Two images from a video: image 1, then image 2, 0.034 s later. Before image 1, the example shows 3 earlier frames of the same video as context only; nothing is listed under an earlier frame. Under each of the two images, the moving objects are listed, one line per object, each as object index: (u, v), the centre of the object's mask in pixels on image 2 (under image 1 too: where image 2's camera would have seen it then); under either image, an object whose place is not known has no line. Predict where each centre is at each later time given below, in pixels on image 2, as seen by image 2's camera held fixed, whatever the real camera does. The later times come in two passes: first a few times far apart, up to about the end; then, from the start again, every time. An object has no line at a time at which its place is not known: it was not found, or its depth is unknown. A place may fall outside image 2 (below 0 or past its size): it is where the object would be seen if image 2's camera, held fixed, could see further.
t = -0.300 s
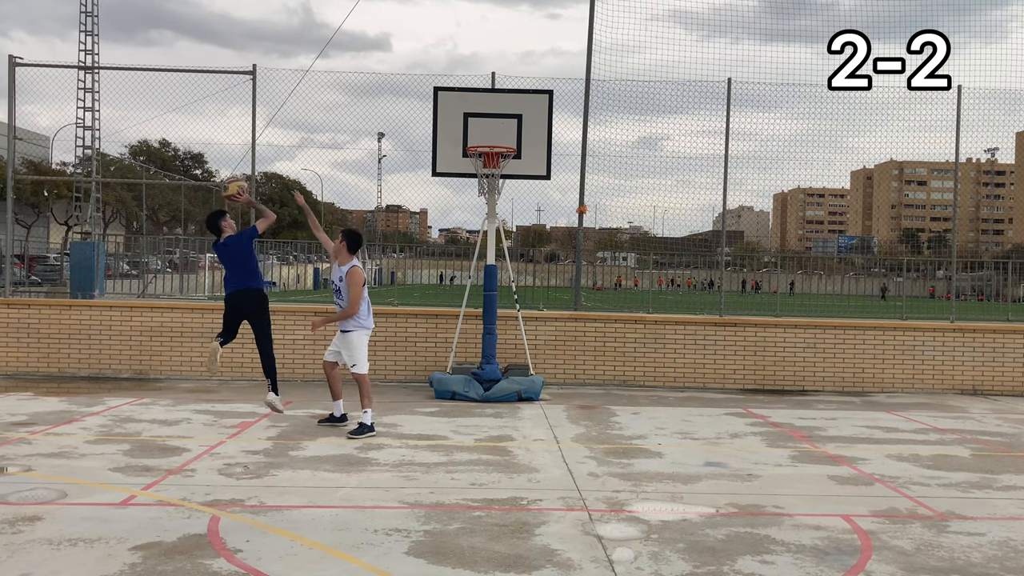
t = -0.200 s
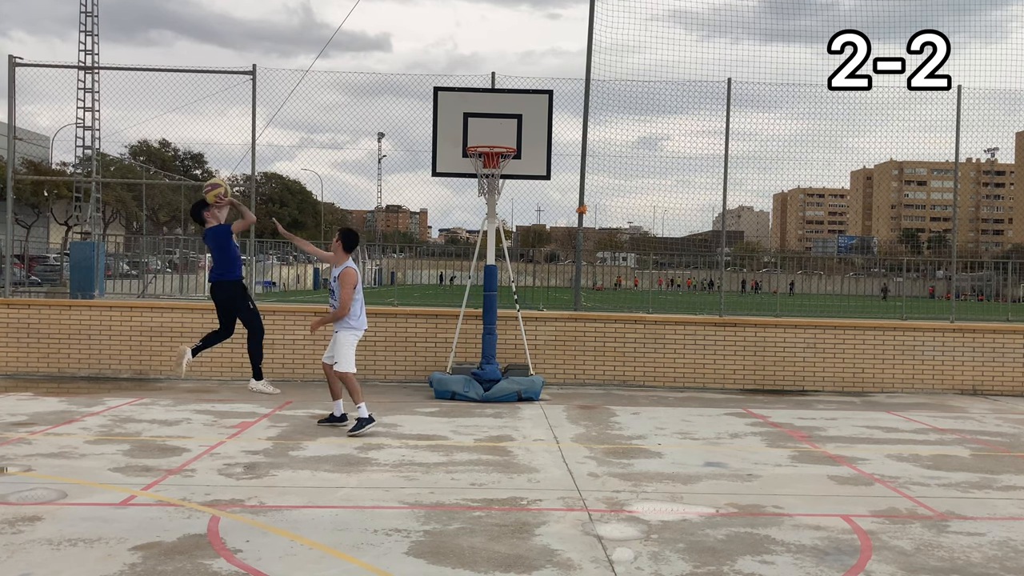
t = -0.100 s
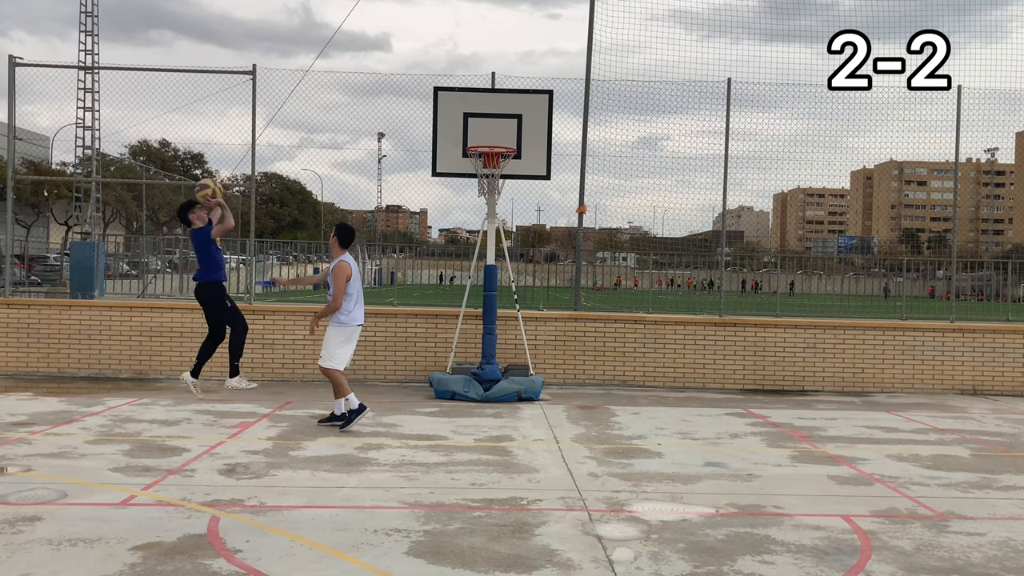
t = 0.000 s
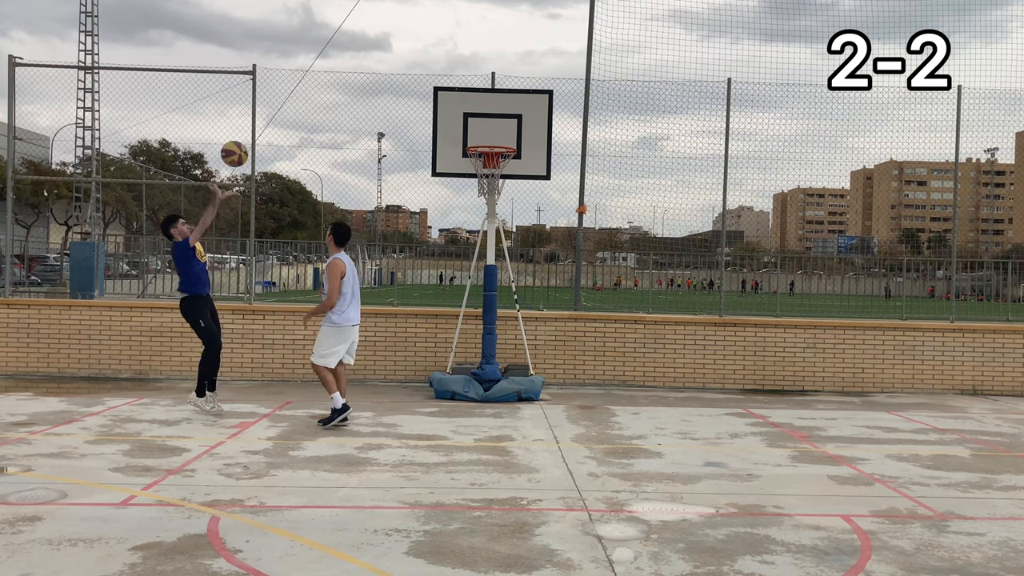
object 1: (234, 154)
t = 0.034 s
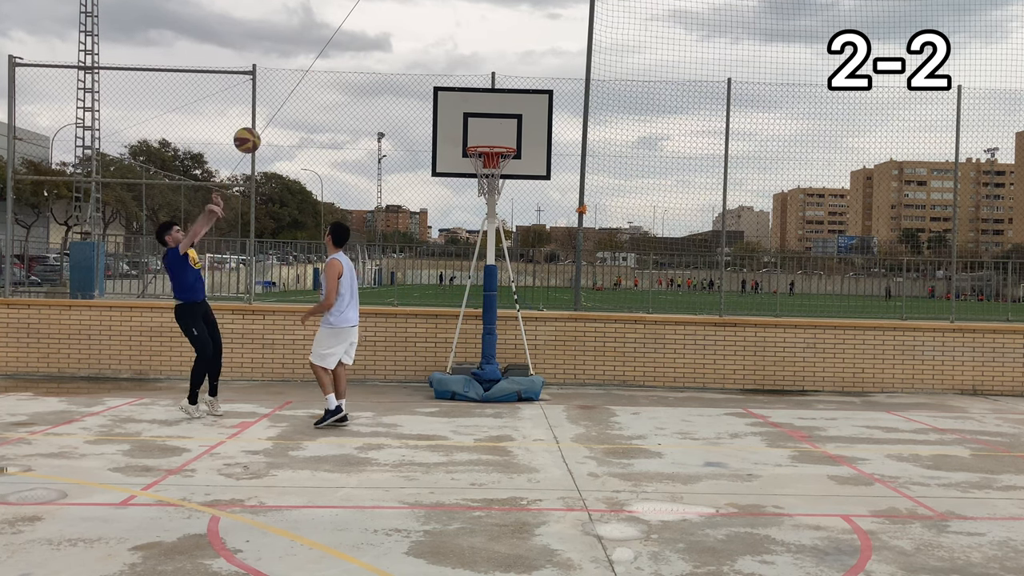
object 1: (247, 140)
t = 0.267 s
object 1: (334, 79)
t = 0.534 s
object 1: (429, 82)
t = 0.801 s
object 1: (502, 133)
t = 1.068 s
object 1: (487, 110)
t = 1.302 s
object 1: (472, 138)
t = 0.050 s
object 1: (253, 134)
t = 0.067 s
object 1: (260, 128)
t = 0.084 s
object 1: (266, 122)
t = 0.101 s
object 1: (272, 116)
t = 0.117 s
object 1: (279, 111)
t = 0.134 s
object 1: (285, 107)
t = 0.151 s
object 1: (291, 102)
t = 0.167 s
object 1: (297, 98)
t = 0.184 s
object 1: (303, 94)
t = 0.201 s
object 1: (310, 90)
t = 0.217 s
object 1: (316, 87)
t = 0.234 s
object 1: (322, 84)
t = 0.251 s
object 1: (328, 81)
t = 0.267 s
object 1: (334, 79)
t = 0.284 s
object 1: (340, 77)
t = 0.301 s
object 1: (346, 75)
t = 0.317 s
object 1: (352, 74)
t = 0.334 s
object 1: (358, 73)
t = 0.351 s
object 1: (364, 72)
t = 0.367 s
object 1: (370, 71)
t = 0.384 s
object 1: (376, 71)
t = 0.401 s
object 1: (382, 71)
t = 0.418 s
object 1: (388, 71)
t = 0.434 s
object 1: (394, 72)
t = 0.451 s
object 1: (400, 73)
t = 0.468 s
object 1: (406, 74)
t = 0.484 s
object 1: (412, 75)
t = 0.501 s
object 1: (417, 77)
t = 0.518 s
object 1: (423, 79)
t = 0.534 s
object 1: (429, 82)
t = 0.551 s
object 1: (435, 84)
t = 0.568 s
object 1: (440, 87)
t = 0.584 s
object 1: (446, 90)
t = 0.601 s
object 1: (451, 94)
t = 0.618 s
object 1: (457, 98)
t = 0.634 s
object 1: (463, 102)
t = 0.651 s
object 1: (468, 106)
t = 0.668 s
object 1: (474, 111)
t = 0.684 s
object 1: (479, 116)
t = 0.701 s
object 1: (485, 121)
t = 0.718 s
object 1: (491, 126)
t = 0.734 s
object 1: (496, 132)
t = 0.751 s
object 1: (501, 137)
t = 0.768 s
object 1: (503, 138)
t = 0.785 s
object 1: (503, 135)
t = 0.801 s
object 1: (502, 133)
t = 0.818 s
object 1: (501, 130)
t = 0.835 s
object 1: (500, 127)
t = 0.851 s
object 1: (499, 125)
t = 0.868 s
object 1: (499, 123)
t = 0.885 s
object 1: (498, 121)
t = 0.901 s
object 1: (497, 120)
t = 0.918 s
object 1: (496, 119)
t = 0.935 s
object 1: (495, 118)
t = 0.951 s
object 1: (494, 117)
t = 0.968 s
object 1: (493, 115)
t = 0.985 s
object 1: (492, 113)
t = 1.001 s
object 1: (492, 112)
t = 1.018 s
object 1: (491, 111)
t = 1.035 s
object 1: (489, 111)
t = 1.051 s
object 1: (488, 110)
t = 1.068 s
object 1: (487, 110)
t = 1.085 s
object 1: (486, 110)
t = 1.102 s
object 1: (485, 110)
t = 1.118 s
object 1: (484, 111)
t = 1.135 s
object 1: (483, 112)
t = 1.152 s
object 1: (482, 113)
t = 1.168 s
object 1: (481, 115)
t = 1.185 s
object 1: (480, 117)
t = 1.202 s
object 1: (479, 119)
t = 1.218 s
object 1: (478, 121)
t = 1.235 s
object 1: (477, 124)
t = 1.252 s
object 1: (476, 127)
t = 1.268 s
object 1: (475, 130)
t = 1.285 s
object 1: (473, 134)
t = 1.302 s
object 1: (472, 138)
